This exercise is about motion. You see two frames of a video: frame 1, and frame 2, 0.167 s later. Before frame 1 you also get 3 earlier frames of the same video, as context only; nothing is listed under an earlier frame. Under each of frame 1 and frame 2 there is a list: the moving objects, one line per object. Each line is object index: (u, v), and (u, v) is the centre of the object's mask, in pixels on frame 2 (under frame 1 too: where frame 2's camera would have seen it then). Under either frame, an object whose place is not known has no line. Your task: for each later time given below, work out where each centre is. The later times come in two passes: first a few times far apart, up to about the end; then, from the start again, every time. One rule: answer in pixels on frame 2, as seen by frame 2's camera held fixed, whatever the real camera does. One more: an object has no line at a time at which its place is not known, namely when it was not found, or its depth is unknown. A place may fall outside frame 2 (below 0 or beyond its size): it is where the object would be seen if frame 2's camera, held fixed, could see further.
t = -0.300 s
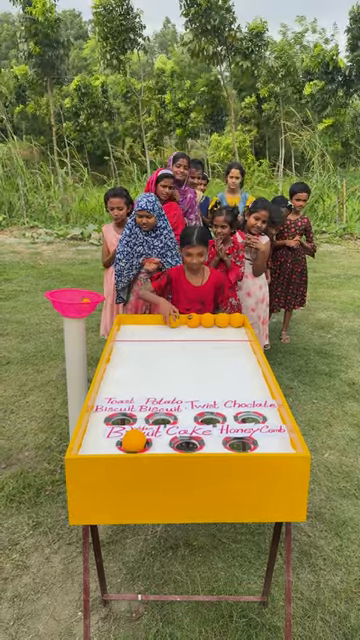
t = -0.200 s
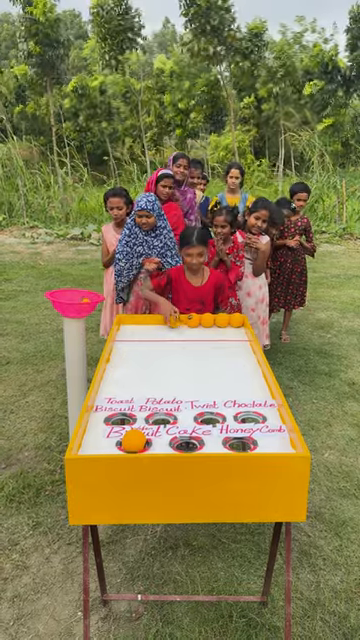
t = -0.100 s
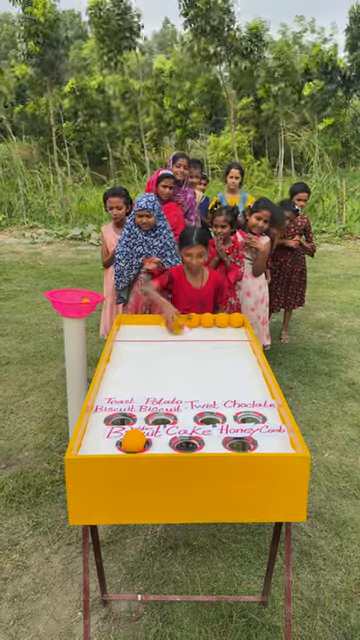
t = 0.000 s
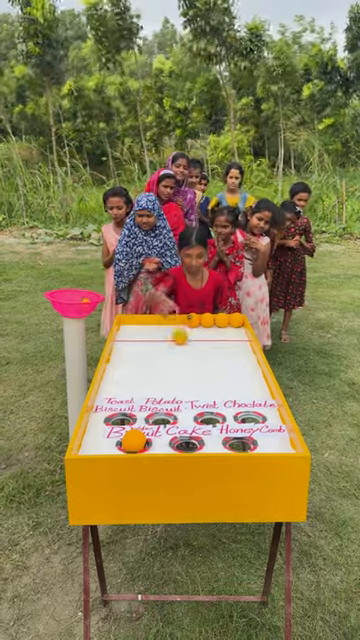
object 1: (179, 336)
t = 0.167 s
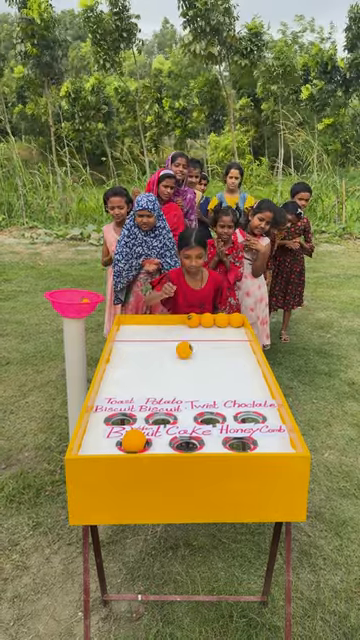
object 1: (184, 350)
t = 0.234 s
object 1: (185, 355)
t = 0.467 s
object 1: (193, 376)
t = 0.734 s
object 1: (201, 400)
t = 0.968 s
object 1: (228, 413)
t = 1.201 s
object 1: (263, 422)
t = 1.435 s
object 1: (271, 424)
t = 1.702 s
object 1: (259, 426)
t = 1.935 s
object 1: (248, 425)
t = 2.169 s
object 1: (240, 422)
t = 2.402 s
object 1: (230, 417)
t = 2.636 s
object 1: (216, 411)
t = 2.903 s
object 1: (208, 414)
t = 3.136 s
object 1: (210, 415)
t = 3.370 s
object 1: (209, 416)
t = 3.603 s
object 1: (210, 415)
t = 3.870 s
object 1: (210, 415)
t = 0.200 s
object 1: (184, 353)
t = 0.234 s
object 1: (185, 355)
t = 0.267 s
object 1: (186, 357)
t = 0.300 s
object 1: (187, 361)
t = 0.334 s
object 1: (189, 364)
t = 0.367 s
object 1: (190, 367)
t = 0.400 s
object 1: (190, 370)
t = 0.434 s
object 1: (191, 373)
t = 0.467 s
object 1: (193, 376)
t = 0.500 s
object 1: (194, 379)
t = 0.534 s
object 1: (195, 382)
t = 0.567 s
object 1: (196, 385)
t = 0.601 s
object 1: (197, 388)
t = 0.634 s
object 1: (198, 391)
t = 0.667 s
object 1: (199, 393)
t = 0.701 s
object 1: (200, 397)
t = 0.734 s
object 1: (201, 400)
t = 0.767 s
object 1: (203, 404)
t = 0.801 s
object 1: (204, 408)
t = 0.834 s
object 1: (208, 412)
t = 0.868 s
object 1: (214, 412)
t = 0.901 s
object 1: (219, 412)
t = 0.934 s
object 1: (223, 413)
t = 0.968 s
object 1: (228, 413)
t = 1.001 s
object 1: (233, 415)
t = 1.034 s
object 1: (238, 417)
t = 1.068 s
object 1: (244, 418)
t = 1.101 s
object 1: (248, 419)
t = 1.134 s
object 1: (253, 420)
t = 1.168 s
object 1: (258, 421)
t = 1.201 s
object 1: (263, 422)
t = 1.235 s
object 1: (267, 422)
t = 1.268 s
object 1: (273, 423)
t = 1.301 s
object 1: (276, 423)
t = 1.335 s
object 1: (274, 423)
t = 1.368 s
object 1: (273, 423)
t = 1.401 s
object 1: (272, 424)
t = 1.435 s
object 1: (271, 424)
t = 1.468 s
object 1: (269, 424)
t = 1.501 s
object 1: (266, 425)
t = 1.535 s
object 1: (265, 425)
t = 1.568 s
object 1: (264, 426)
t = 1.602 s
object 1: (264, 426)
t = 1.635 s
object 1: (262, 426)
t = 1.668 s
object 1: (261, 426)
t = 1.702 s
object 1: (259, 426)
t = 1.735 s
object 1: (259, 426)
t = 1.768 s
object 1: (257, 426)
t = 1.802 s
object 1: (255, 426)
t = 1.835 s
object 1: (255, 426)
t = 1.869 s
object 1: (252, 426)
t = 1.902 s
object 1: (251, 425)
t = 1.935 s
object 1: (248, 425)
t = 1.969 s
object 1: (247, 424)
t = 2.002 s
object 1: (246, 424)
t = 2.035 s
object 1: (244, 424)
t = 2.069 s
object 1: (244, 424)
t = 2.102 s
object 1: (243, 423)
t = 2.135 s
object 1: (240, 423)
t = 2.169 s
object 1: (240, 422)
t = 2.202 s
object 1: (238, 421)
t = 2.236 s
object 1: (236, 421)
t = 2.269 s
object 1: (234, 421)
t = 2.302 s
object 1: (233, 419)
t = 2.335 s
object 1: (232, 419)
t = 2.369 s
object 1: (230, 418)
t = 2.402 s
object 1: (230, 417)
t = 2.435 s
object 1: (228, 416)
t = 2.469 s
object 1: (227, 415)
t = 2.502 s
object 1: (224, 414)
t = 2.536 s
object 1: (222, 413)
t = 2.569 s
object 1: (221, 412)
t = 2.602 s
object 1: (219, 411)
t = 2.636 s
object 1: (216, 411)
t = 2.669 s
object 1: (214, 413)
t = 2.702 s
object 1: (208, 413)
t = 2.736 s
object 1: (207, 413)
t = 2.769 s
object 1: (207, 413)
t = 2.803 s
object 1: (207, 413)
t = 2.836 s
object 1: (207, 414)
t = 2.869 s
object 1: (208, 415)
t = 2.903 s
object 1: (208, 414)
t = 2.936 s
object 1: (208, 414)
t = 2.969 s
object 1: (209, 415)
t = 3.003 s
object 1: (210, 415)
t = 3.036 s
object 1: (210, 415)
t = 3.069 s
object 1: (210, 415)
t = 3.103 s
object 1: (210, 415)
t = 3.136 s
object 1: (210, 415)
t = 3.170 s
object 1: (210, 415)
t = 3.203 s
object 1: (210, 415)
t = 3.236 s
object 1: (210, 415)
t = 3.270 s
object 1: (210, 415)
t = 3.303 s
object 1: (210, 415)
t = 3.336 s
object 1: (210, 415)
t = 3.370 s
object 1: (209, 416)
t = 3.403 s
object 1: (210, 416)
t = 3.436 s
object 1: (210, 416)
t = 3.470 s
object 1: (210, 416)
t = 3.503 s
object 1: (210, 415)
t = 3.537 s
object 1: (210, 416)
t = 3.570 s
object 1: (210, 415)
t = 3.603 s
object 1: (210, 415)
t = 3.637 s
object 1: (210, 415)
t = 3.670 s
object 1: (210, 415)
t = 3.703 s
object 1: (210, 415)
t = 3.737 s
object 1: (210, 415)
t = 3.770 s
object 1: (210, 415)
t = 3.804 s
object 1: (210, 415)
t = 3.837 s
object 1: (210, 415)
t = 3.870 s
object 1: (210, 415)
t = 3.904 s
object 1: (210, 415)
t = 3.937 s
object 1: (210, 415)
